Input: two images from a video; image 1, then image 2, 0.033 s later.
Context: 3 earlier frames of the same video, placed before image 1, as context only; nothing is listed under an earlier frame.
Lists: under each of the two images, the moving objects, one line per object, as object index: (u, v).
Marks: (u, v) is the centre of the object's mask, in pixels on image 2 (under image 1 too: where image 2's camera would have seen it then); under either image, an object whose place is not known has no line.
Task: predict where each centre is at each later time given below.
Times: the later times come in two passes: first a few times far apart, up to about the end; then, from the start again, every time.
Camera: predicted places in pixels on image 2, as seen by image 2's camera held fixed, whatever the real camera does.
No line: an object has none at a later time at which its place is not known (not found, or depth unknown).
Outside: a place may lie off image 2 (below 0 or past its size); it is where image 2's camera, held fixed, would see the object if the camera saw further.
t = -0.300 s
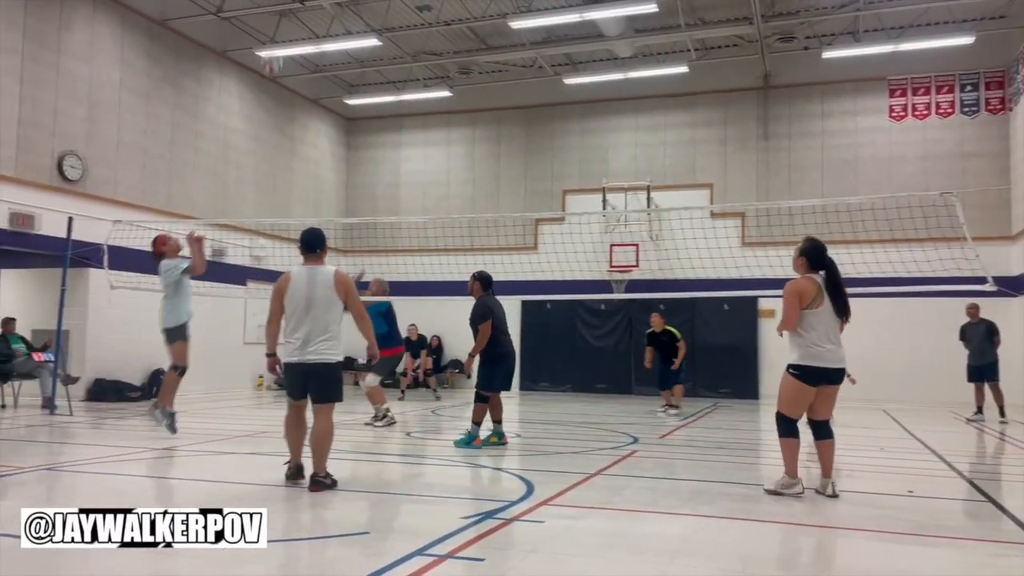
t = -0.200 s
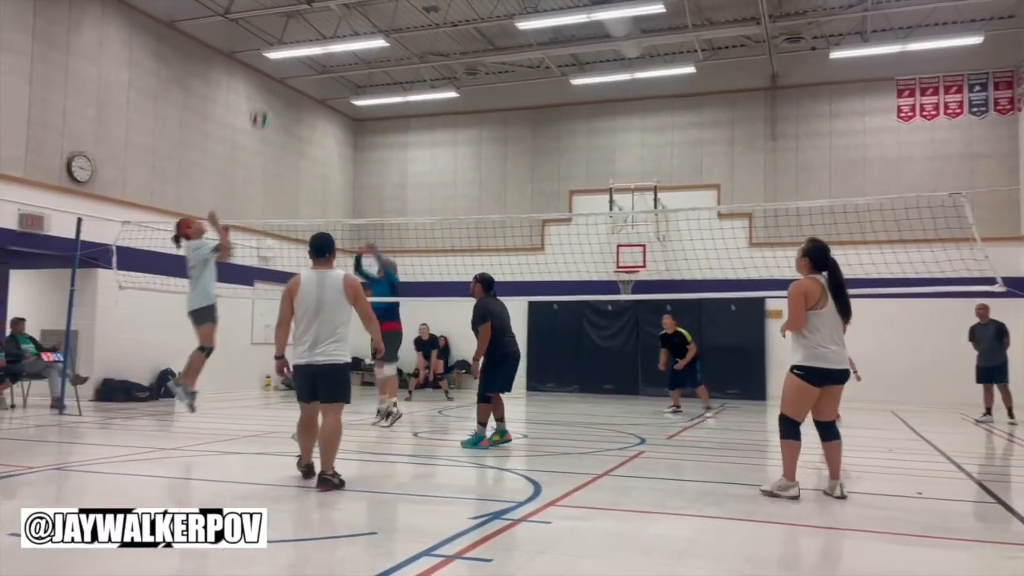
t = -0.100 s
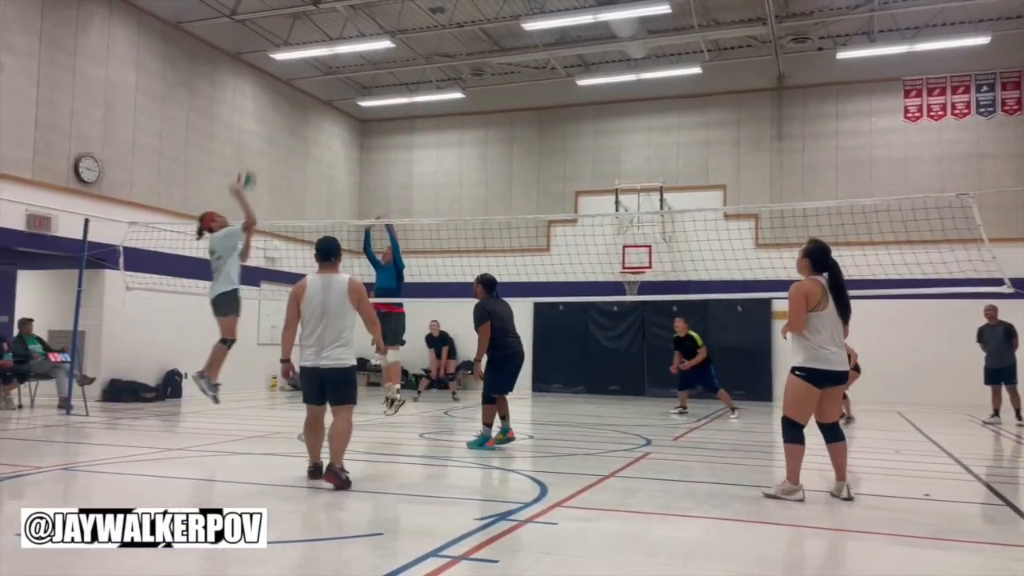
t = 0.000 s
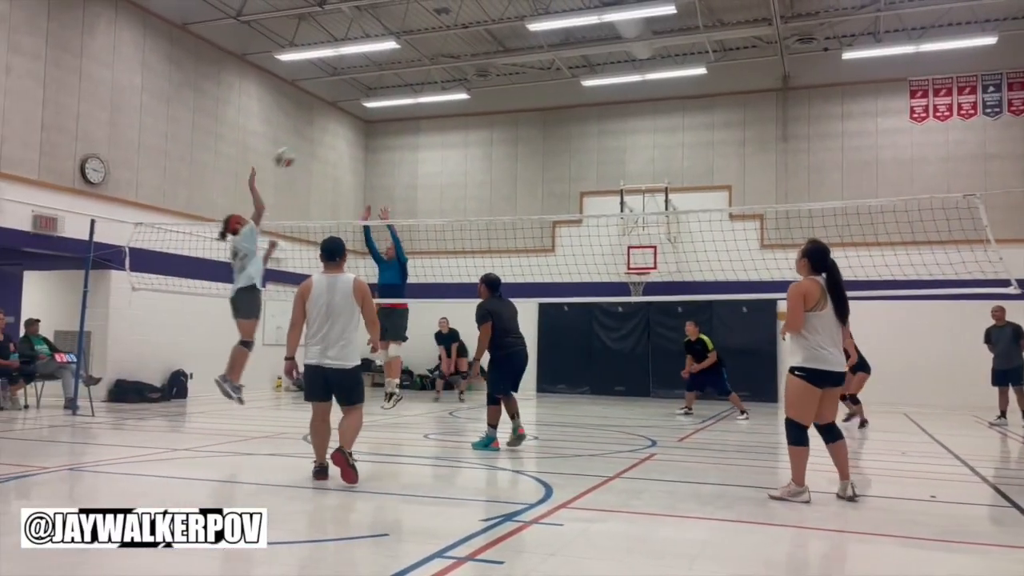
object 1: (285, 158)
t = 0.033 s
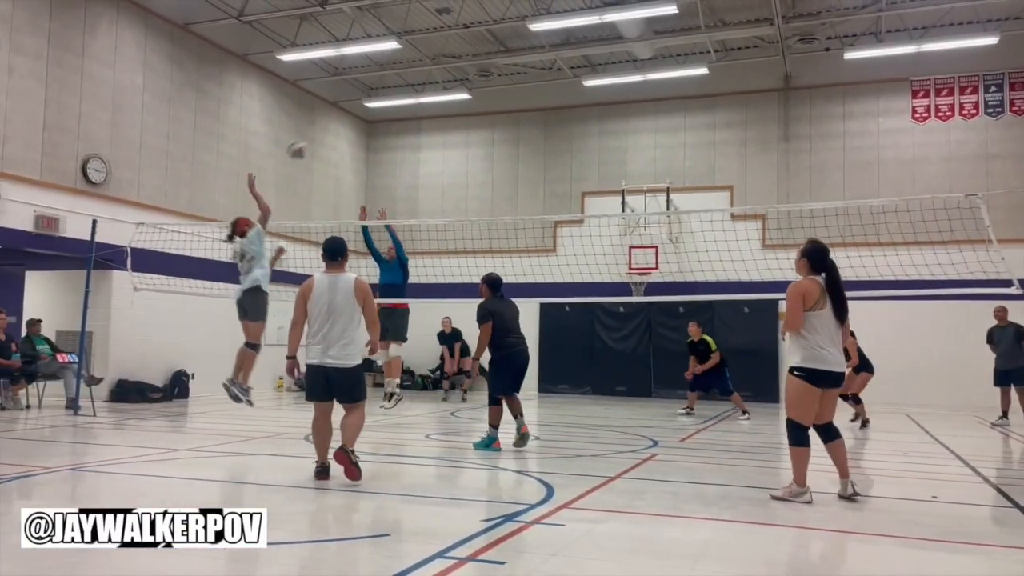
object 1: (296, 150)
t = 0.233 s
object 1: (357, 127)
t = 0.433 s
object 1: (406, 141)
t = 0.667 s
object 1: (451, 189)
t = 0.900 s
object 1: (487, 266)
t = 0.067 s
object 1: (305, 143)
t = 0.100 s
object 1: (319, 138)
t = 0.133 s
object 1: (330, 134)
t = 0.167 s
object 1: (338, 131)
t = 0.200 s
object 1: (349, 129)
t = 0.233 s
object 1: (357, 127)
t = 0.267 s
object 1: (366, 127)
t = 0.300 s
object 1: (375, 128)
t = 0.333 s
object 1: (383, 130)
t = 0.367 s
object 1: (391, 133)
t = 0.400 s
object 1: (399, 137)
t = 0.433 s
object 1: (406, 141)
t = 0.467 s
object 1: (414, 146)
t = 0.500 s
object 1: (420, 152)
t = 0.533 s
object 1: (427, 159)
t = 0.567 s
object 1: (433, 166)
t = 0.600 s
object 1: (440, 173)
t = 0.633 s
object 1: (445, 181)
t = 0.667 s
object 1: (451, 189)
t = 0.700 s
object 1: (457, 199)
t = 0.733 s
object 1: (462, 209)
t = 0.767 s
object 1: (466, 220)
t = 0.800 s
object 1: (473, 230)
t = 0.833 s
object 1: (477, 243)
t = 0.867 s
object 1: (482, 254)
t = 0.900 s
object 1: (487, 266)
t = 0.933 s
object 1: (490, 279)
